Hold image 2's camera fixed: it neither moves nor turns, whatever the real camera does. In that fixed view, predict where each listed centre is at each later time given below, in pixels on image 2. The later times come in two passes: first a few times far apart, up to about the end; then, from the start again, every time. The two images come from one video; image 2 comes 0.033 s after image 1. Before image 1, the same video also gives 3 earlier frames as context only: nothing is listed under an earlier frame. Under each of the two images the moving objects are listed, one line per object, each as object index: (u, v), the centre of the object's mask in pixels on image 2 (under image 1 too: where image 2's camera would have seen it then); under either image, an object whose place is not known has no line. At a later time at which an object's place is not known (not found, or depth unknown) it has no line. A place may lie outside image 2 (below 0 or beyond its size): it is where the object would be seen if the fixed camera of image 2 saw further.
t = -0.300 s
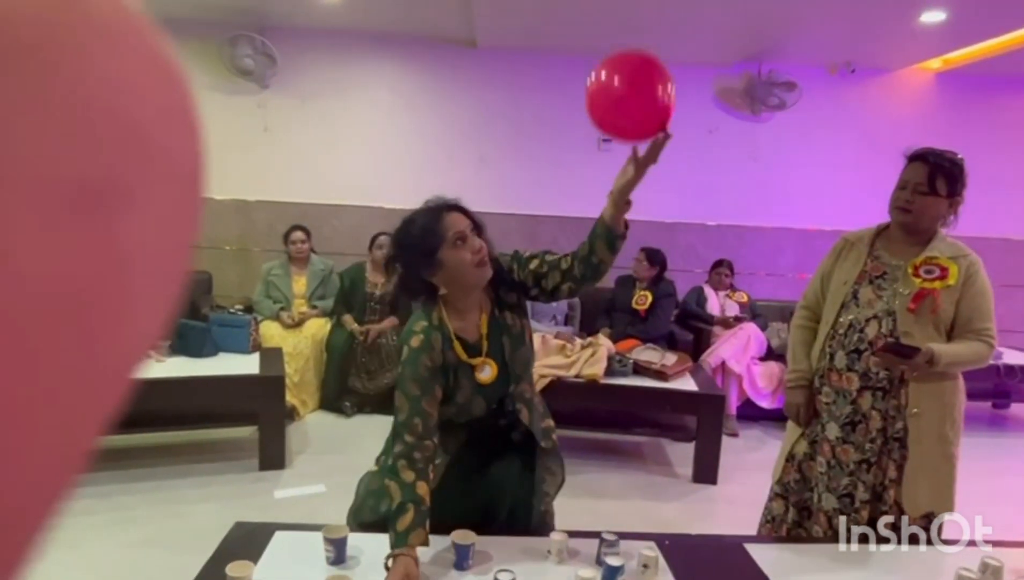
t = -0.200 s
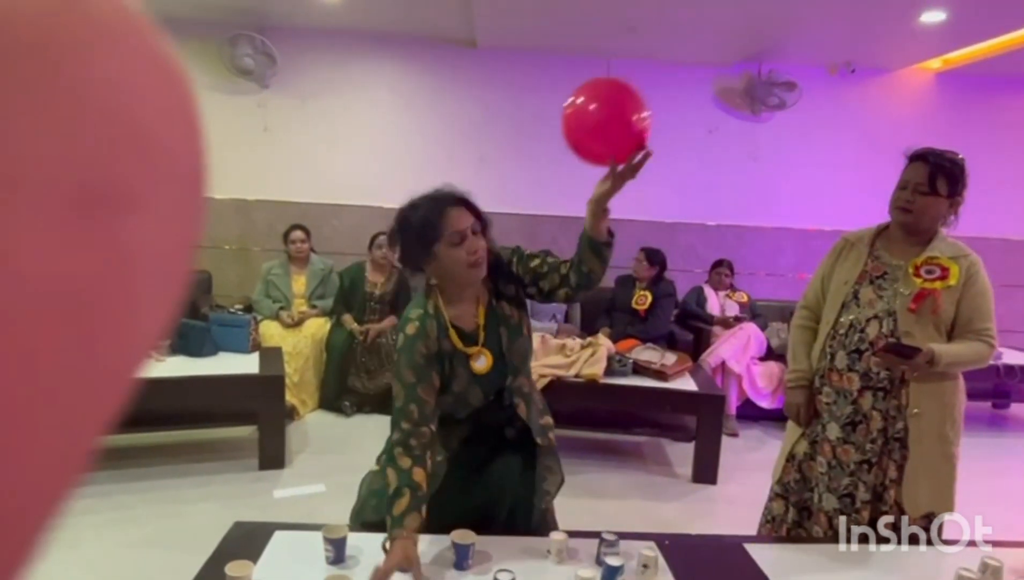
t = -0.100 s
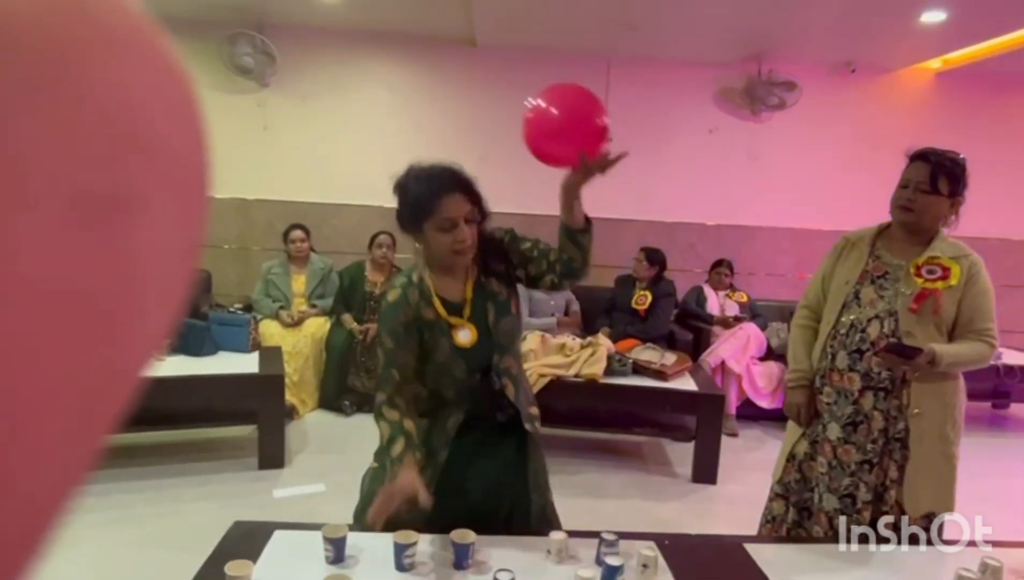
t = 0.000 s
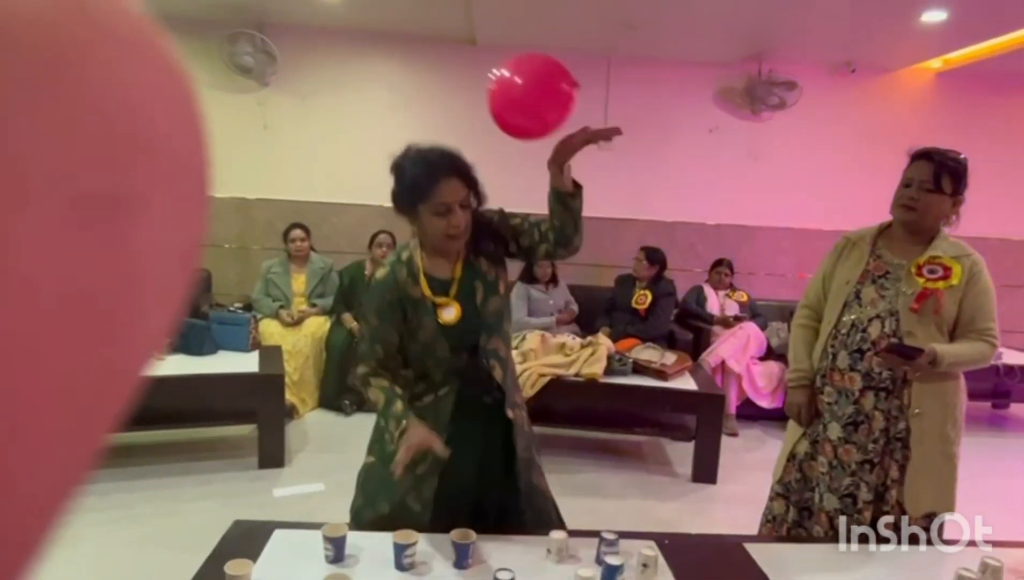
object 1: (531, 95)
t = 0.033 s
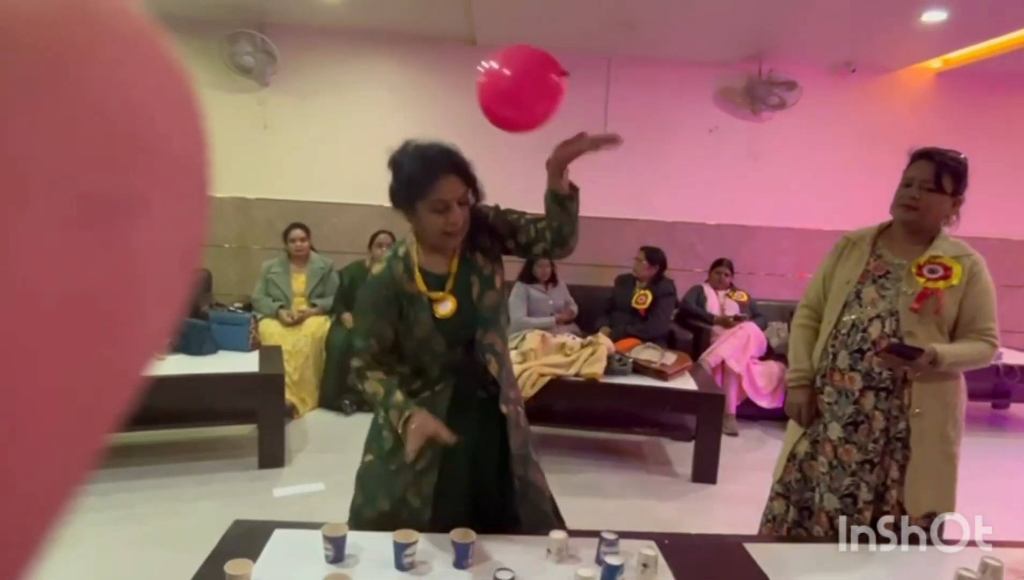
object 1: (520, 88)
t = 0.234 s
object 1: (459, 66)
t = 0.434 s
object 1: (403, 78)
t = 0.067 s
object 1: (510, 81)
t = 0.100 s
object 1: (499, 76)
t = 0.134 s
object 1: (489, 71)
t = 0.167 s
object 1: (479, 68)
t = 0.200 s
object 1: (469, 67)
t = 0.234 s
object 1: (459, 66)
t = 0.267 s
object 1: (449, 66)
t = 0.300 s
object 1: (439, 67)
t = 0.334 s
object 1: (430, 68)
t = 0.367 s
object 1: (421, 71)
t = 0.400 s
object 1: (412, 74)
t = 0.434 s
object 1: (403, 78)
